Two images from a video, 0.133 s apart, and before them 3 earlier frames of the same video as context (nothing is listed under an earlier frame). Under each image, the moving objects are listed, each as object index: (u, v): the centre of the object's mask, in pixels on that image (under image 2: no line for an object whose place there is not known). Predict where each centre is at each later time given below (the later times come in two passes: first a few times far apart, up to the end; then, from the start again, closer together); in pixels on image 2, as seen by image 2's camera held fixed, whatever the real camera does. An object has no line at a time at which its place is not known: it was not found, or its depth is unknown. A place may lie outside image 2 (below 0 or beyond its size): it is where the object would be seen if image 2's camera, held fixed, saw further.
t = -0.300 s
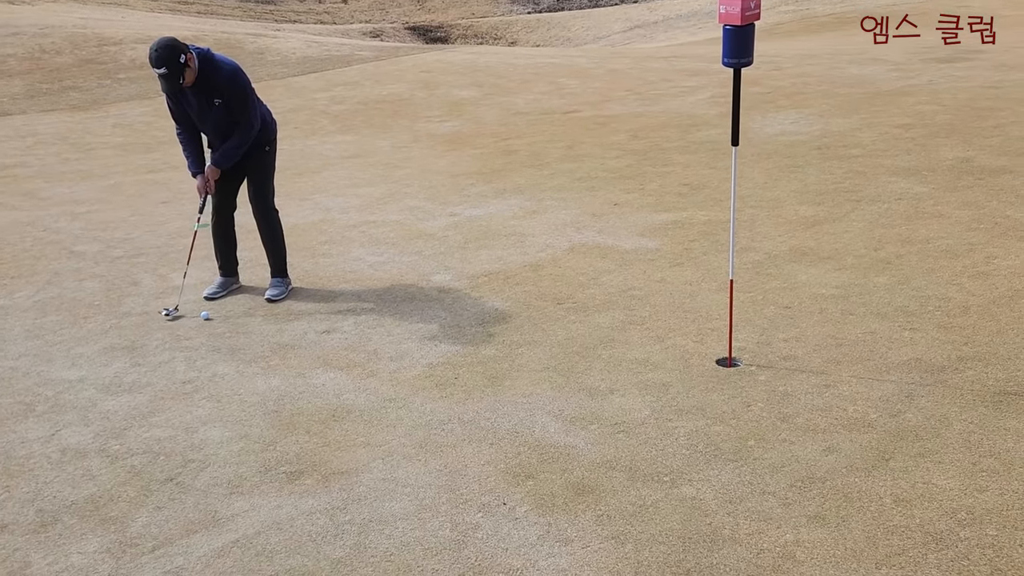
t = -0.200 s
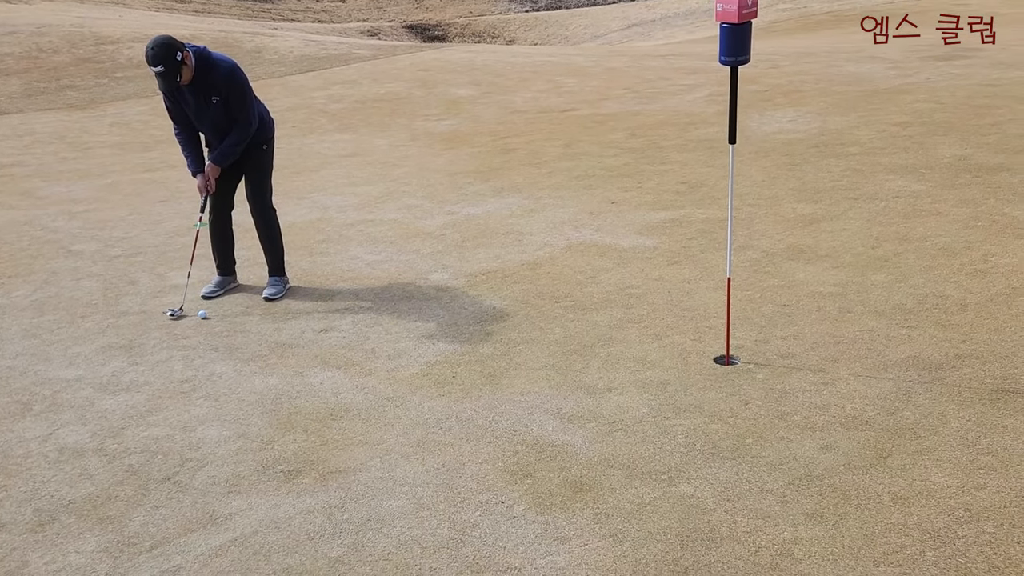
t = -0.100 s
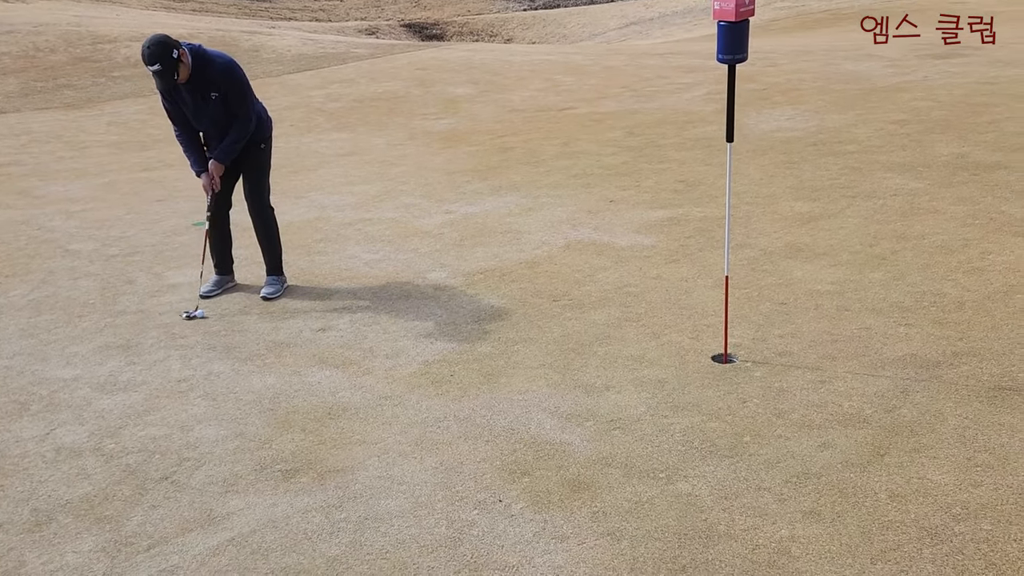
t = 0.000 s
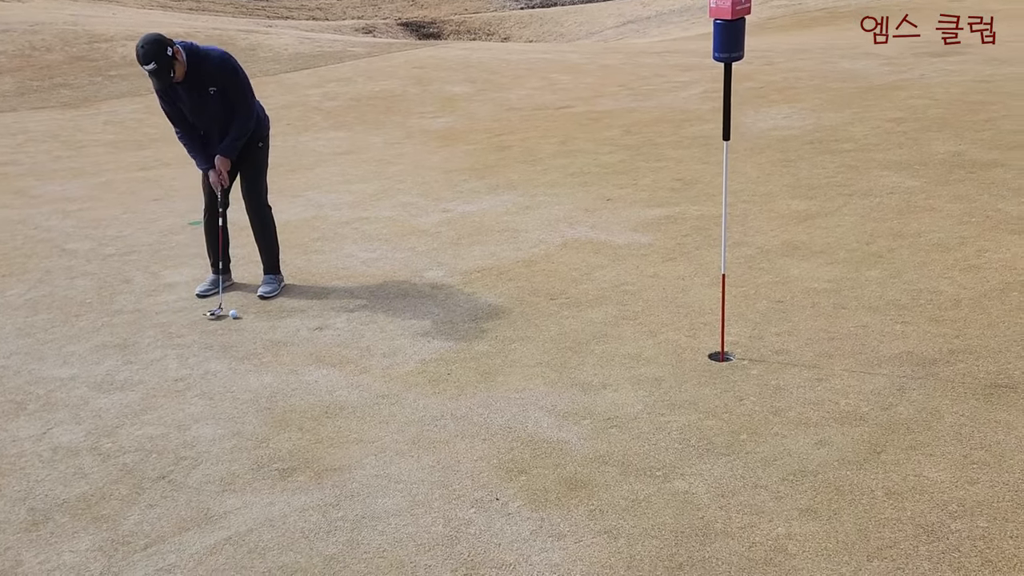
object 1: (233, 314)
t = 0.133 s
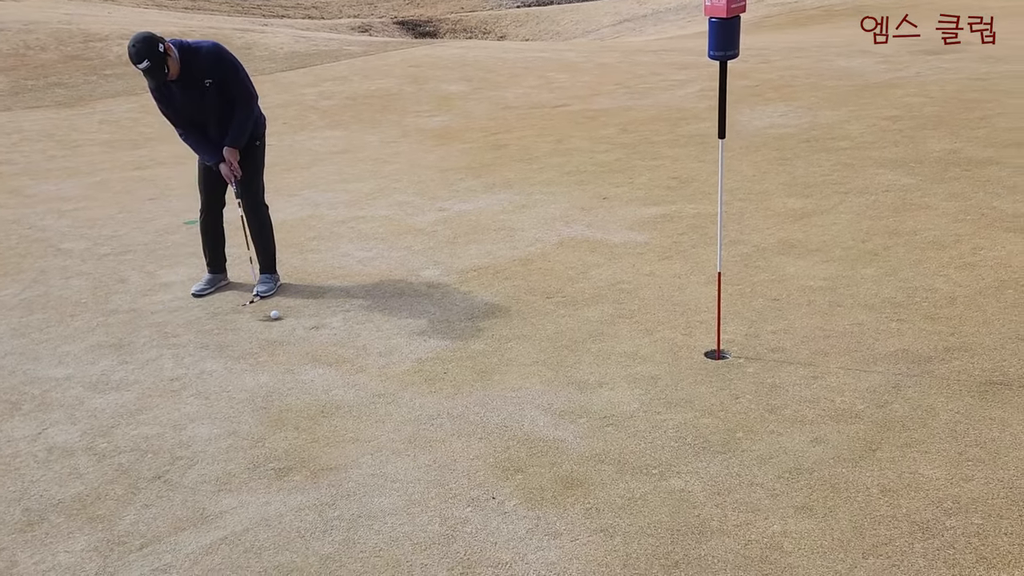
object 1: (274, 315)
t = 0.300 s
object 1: (324, 317)
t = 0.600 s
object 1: (412, 321)
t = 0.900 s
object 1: (492, 327)
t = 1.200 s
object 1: (564, 334)
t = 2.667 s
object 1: (777, 358)
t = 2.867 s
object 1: (780, 359)
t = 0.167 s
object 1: (285, 315)
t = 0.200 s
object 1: (295, 316)
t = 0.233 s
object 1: (305, 316)
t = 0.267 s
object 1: (314, 317)
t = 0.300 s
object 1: (324, 317)
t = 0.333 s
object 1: (335, 317)
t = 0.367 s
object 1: (344, 318)
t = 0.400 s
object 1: (354, 319)
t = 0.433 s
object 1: (364, 319)
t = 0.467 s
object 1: (374, 319)
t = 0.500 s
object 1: (383, 320)
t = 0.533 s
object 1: (393, 321)
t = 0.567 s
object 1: (403, 321)
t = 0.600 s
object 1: (412, 321)
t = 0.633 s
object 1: (421, 322)
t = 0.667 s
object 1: (430, 322)
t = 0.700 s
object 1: (439, 323)
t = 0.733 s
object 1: (448, 323)
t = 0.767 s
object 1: (457, 324)
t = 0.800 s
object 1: (466, 324)
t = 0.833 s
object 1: (475, 326)
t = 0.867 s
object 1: (484, 327)
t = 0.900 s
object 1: (492, 327)
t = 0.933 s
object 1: (500, 327)
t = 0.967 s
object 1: (508, 328)
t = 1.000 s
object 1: (517, 329)
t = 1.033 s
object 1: (525, 329)
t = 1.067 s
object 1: (533, 331)
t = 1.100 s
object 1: (541, 331)
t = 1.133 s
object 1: (549, 332)
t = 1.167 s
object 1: (557, 333)
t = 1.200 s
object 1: (564, 334)
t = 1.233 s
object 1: (572, 335)
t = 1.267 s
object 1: (580, 336)
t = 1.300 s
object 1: (587, 338)
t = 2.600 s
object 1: (775, 357)
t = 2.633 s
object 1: (776, 358)
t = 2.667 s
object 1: (777, 358)
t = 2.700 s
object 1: (778, 358)
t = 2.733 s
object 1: (779, 358)
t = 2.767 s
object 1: (779, 358)
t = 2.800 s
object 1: (780, 359)
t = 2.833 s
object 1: (780, 359)
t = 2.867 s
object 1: (780, 359)
